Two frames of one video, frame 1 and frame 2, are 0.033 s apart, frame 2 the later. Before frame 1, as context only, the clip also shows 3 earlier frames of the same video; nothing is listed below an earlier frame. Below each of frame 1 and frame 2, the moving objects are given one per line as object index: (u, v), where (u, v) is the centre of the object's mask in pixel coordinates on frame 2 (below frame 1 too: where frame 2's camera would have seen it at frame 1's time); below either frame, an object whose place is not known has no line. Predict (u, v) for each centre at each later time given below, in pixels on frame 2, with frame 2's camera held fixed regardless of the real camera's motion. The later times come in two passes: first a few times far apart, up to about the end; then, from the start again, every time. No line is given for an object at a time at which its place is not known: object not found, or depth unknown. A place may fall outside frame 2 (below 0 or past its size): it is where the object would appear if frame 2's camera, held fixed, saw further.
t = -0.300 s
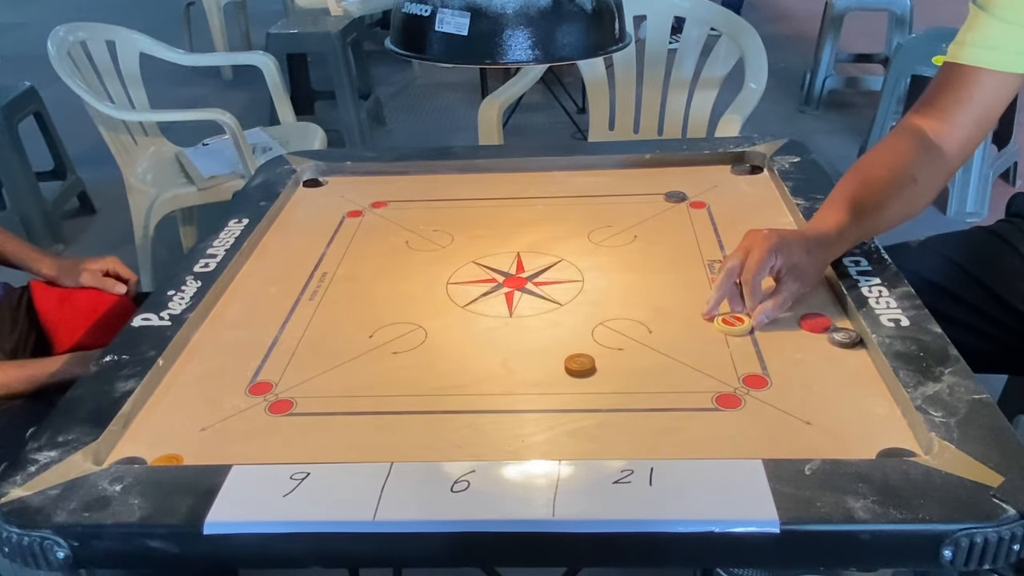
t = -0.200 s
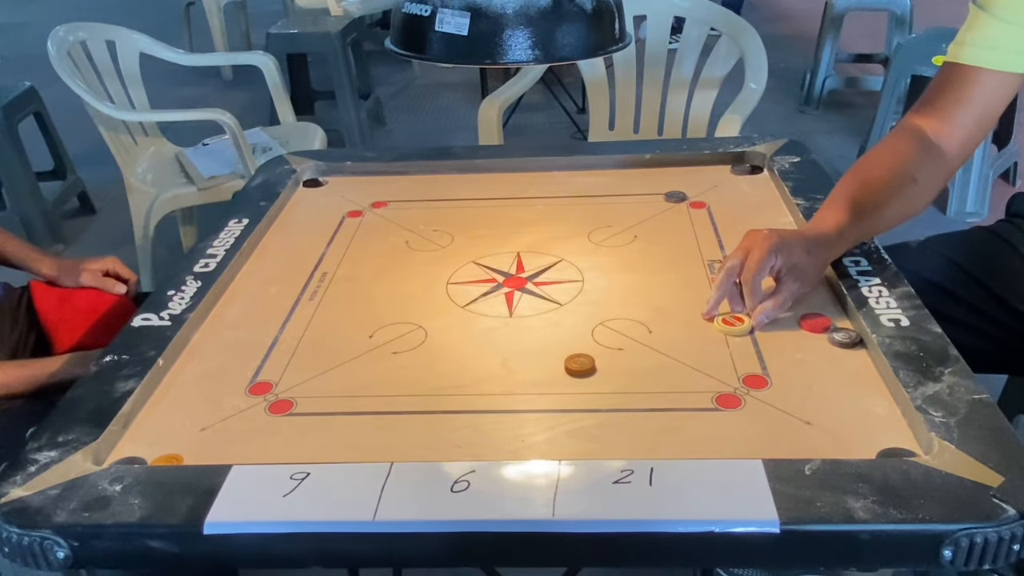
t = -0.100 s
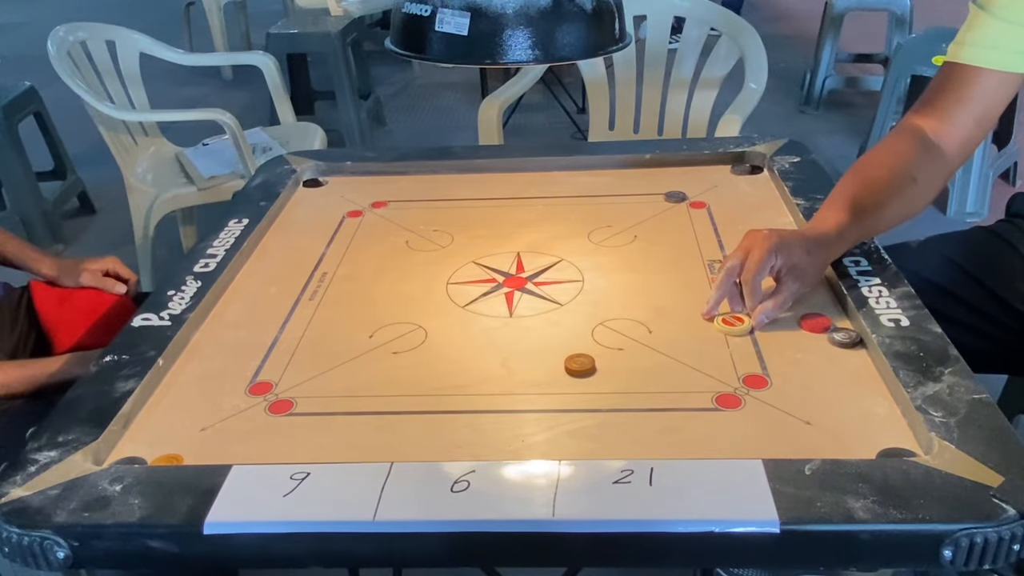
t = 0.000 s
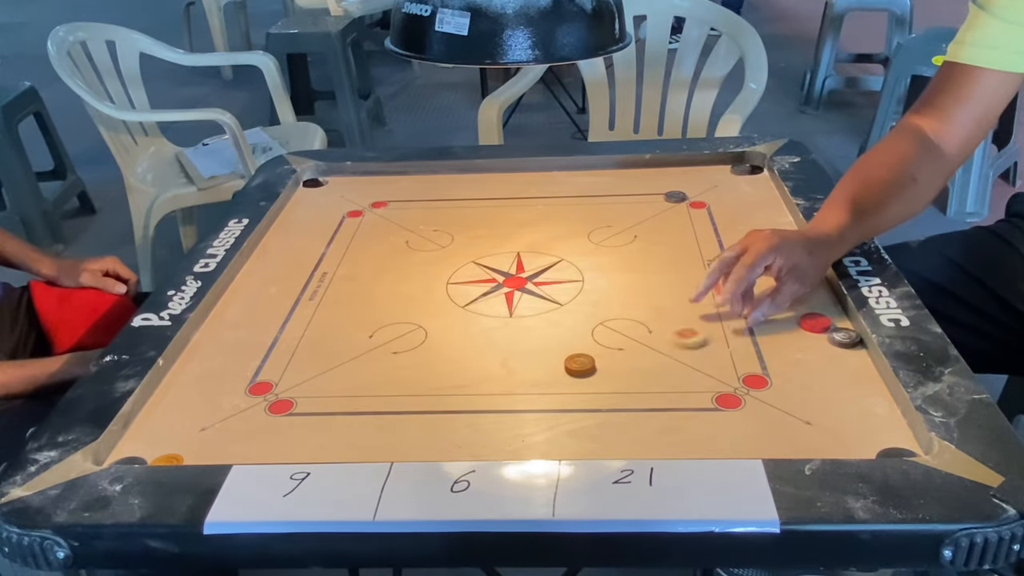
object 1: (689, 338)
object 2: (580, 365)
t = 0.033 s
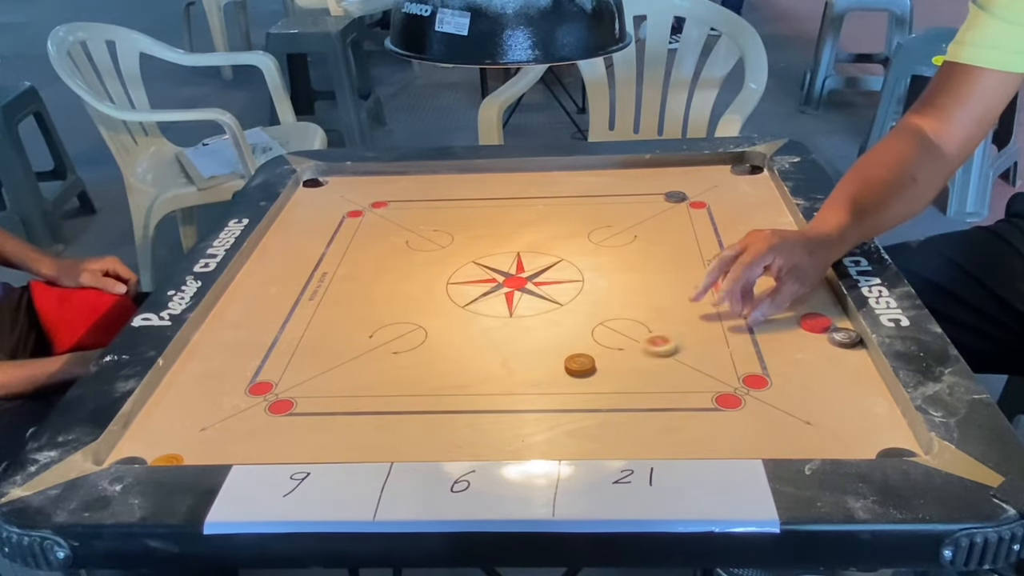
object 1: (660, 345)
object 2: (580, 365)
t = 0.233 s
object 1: (565, 369)
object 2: (428, 404)
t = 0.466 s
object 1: (534, 377)
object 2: (220, 452)
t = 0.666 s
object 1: (533, 376)
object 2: (196, 455)
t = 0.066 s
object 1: (633, 352)
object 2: (580, 365)
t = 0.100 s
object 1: (608, 359)
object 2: (571, 367)
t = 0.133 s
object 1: (596, 362)
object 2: (534, 377)
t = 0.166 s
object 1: (584, 365)
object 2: (498, 386)
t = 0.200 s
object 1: (574, 367)
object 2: (463, 395)
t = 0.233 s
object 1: (565, 369)
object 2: (428, 404)
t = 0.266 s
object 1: (557, 371)
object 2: (394, 412)
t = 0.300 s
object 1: (550, 373)
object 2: (363, 421)
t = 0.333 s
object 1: (545, 374)
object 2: (330, 429)
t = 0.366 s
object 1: (540, 375)
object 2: (301, 435)
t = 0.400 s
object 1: (537, 376)
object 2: (272, 442)
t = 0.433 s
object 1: (534, 376)
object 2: (245, 448)
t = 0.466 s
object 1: (534, 377)
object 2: (220, 452)
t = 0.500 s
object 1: (533, 377)
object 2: (202, 454)
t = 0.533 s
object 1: (533, 377)
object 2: (198, 455)
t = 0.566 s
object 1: (533, 377)
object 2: (196, 455)
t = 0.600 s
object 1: (533, 377)
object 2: (196, 455)
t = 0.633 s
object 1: (533, 377)
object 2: (196, 455)
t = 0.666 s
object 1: (533, 376)
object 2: (196, 455)
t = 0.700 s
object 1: (533, 376)
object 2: (196, 455)
